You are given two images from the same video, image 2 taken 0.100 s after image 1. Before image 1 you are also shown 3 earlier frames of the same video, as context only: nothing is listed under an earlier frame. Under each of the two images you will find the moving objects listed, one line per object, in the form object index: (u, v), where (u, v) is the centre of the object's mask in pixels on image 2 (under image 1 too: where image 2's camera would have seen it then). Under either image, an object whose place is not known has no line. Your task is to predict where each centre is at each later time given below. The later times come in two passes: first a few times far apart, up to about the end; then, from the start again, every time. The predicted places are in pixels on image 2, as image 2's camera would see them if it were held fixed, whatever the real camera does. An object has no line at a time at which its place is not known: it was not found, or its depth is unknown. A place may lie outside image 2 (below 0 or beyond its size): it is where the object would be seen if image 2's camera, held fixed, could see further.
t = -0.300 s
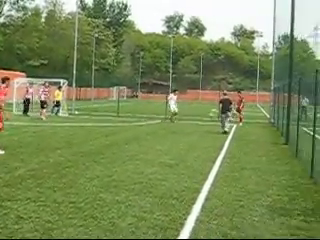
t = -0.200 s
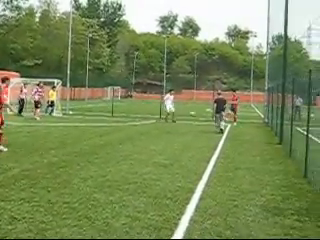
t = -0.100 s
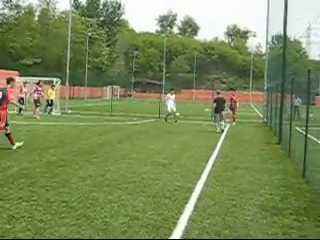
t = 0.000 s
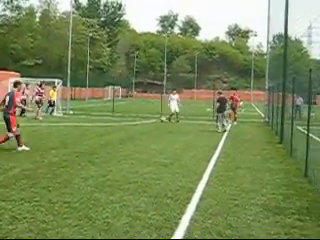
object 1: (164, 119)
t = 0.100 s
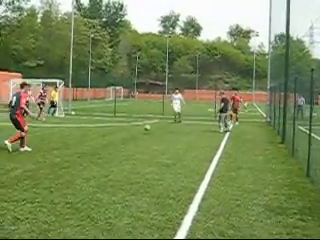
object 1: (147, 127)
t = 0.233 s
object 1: (129, 127)
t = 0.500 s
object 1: (95, 126)
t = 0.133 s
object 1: (141, 131)
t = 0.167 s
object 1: (137, 130)
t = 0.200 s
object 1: (132, 128)
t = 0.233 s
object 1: (129, 127)
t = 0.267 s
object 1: (124, 125)
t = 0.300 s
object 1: (121, 124)
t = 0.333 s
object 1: (117, 124)
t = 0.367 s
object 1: (113, 123)
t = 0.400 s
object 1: (109, 124)
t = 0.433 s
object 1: (104, 124)
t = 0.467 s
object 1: (99, 125)
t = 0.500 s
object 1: (95, 126)
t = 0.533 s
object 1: (90, 128)
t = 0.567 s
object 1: (86, 130)
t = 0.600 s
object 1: (80, 133)
